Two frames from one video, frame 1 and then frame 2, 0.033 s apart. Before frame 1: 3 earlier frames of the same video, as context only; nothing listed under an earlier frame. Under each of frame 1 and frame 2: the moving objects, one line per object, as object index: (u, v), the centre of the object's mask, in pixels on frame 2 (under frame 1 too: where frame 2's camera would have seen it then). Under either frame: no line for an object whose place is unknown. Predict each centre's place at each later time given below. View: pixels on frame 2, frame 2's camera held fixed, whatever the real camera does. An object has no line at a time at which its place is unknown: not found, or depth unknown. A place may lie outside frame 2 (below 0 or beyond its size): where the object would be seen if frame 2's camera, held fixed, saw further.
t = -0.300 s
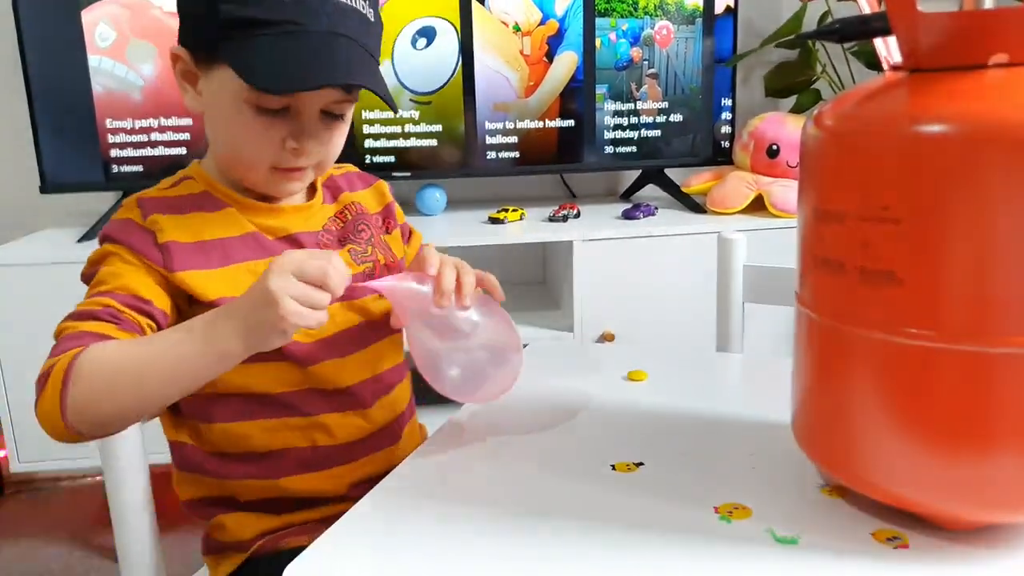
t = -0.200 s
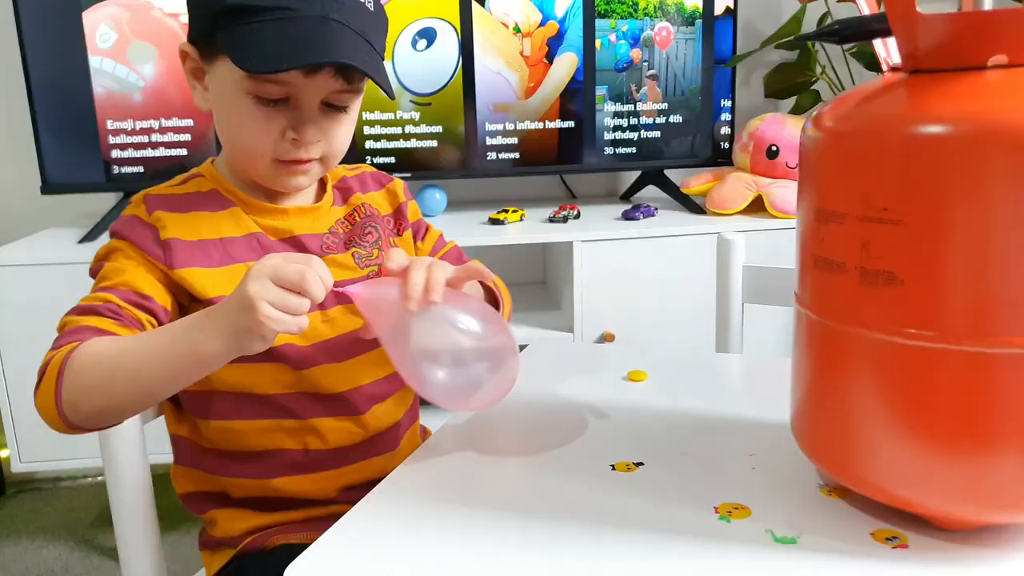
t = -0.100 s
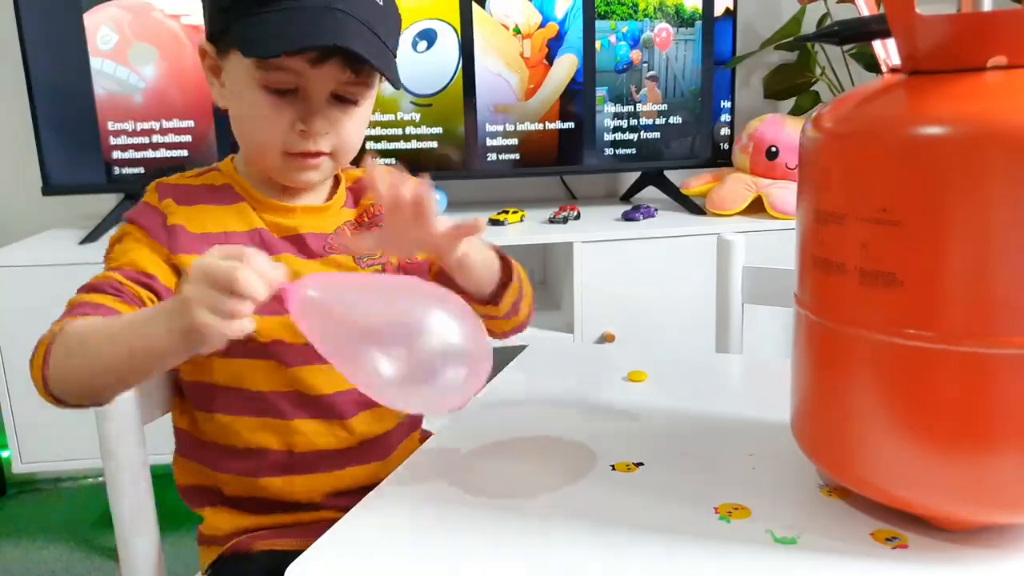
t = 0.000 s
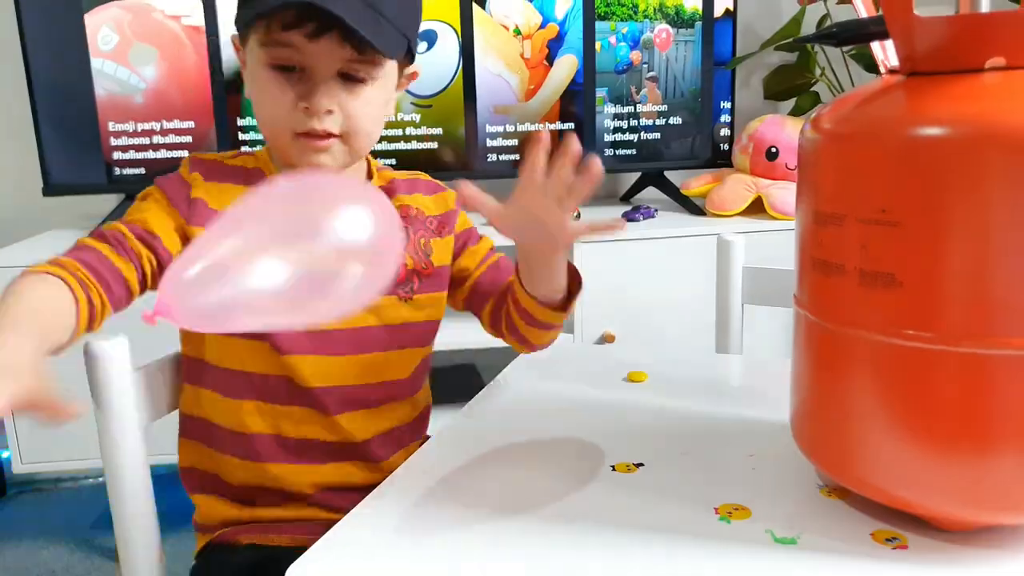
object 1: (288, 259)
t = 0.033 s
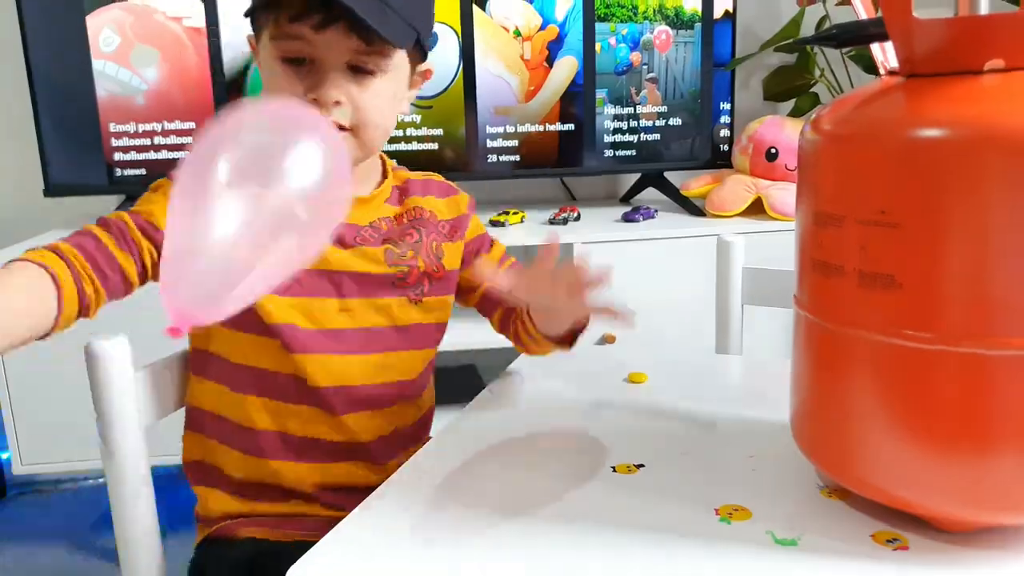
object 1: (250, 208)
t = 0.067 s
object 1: (232, 163)
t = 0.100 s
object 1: (199, 80)
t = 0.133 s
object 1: (154, 12)
